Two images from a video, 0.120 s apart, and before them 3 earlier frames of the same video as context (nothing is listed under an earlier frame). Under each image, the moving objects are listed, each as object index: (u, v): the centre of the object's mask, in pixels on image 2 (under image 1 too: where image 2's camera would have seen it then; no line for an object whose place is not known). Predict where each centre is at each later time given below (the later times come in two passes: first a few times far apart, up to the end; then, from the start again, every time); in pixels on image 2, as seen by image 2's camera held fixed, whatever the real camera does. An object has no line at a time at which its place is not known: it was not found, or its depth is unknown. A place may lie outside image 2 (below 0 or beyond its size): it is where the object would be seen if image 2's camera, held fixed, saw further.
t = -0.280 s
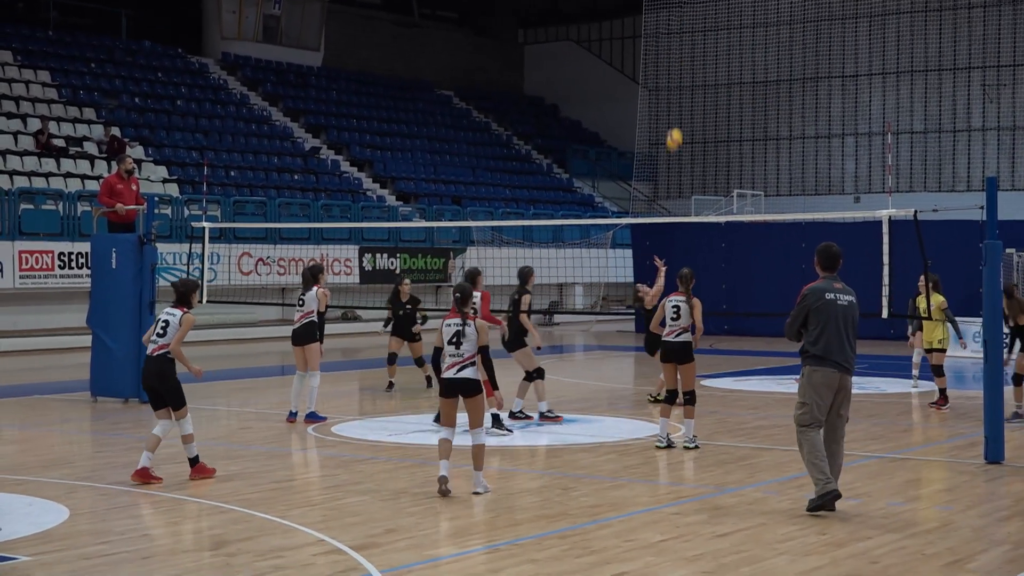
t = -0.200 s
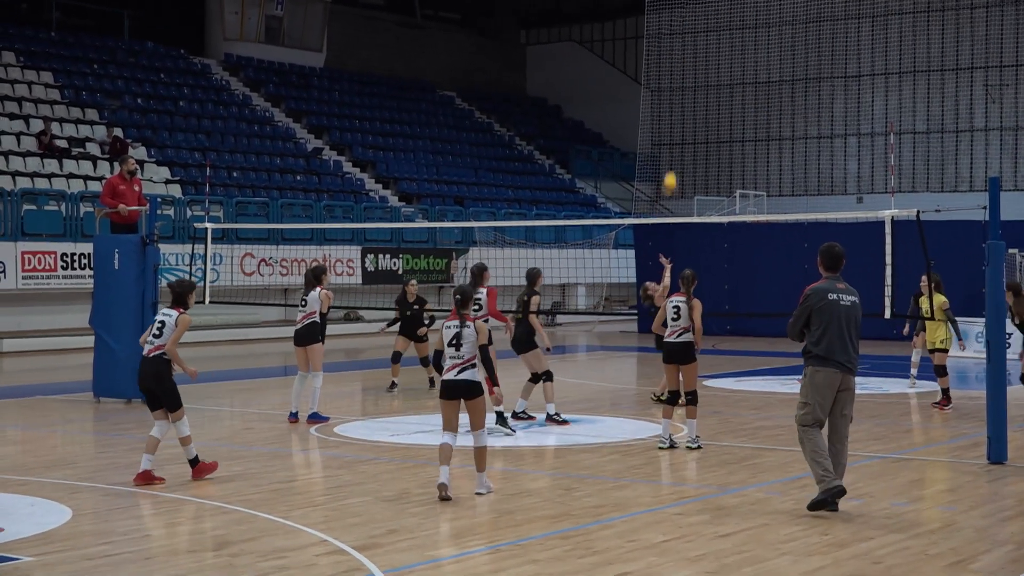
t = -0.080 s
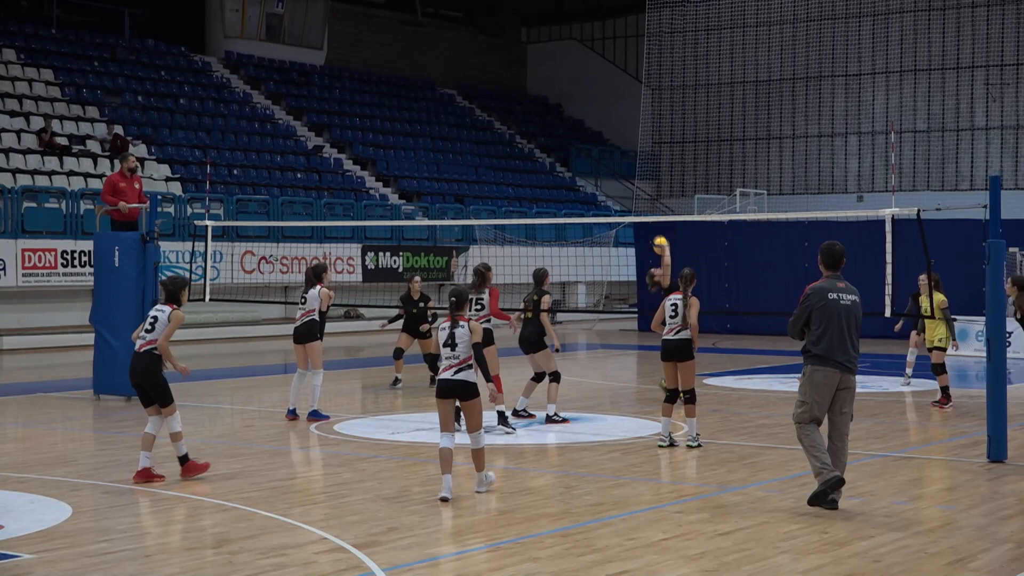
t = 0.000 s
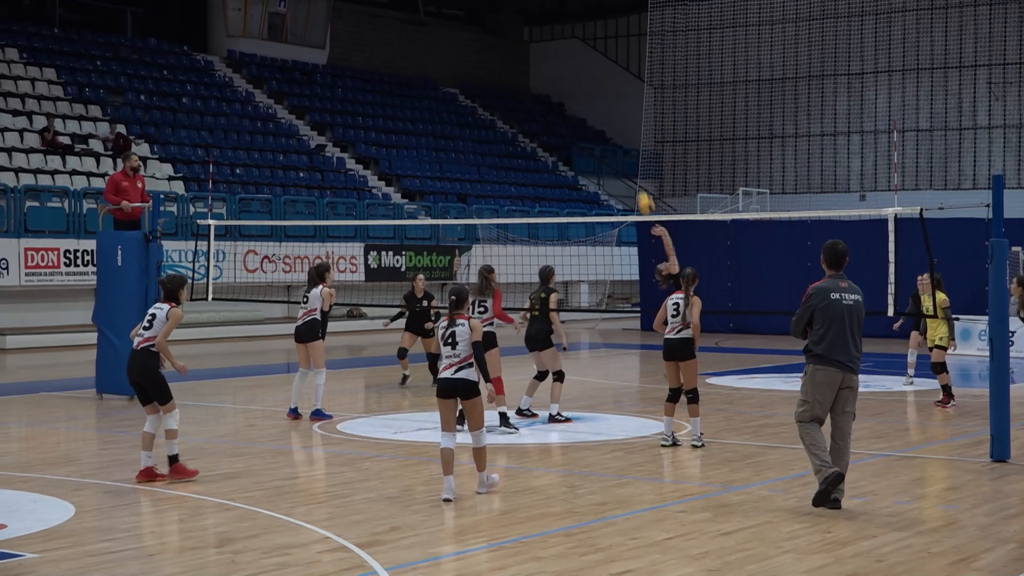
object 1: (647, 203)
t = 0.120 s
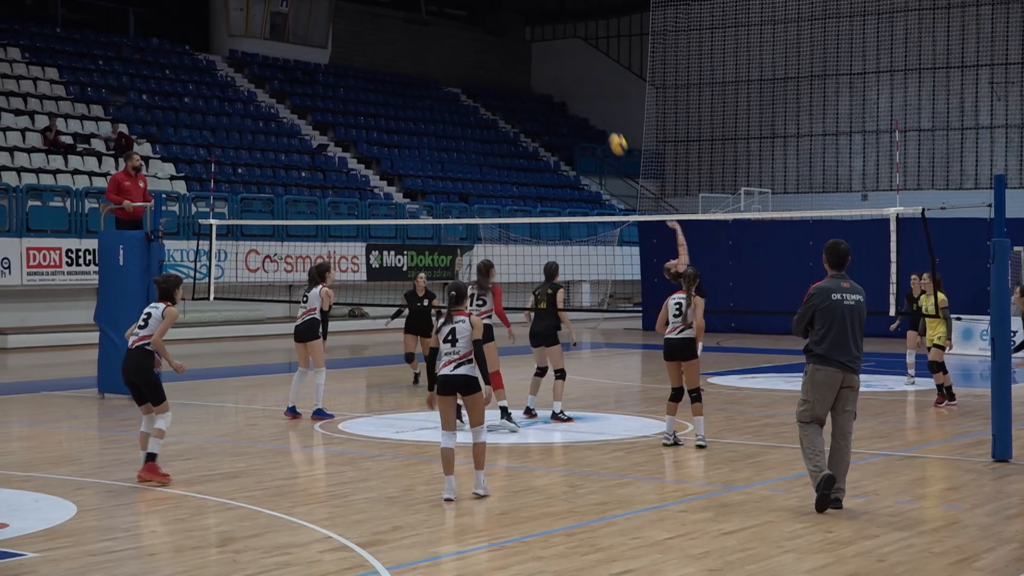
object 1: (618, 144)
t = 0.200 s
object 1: (599, 111)
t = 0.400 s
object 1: (553, 53)
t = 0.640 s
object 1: (499, 25)
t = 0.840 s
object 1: (455, 36)
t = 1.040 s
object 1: (413, 77)
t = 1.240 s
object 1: (372, 147)
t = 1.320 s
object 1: (356, 183)
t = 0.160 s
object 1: (608, 127)
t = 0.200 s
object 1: (599, 111)
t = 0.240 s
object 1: (590, 97)
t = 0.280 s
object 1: (581, 84)
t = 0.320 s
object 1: (571, 72)
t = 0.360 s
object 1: (562, 62)
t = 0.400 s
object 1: (553, 53)
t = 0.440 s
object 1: (544, 45)
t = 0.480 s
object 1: (535, 38)
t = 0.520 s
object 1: (526, 33)
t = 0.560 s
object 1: (516, 29)
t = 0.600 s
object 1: (507, 27)
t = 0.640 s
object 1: (499, 25)
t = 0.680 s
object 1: (490, 25)
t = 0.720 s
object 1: (481, 26)
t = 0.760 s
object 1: (472, 28)
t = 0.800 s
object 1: (464, 32)
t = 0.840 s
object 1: (455, 36)
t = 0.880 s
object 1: (446, 42)
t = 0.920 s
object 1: (438, 49)
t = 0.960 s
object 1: (429, 57)
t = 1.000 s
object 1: (421, 66)
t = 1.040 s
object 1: (413, 77)
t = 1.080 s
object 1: (404, 88)
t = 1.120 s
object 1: (396, 101)
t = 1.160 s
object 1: (388, 115)
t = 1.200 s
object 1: (380, 130)
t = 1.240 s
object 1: (372, 147)
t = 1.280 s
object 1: (365, 163)
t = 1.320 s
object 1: (356, 183)
